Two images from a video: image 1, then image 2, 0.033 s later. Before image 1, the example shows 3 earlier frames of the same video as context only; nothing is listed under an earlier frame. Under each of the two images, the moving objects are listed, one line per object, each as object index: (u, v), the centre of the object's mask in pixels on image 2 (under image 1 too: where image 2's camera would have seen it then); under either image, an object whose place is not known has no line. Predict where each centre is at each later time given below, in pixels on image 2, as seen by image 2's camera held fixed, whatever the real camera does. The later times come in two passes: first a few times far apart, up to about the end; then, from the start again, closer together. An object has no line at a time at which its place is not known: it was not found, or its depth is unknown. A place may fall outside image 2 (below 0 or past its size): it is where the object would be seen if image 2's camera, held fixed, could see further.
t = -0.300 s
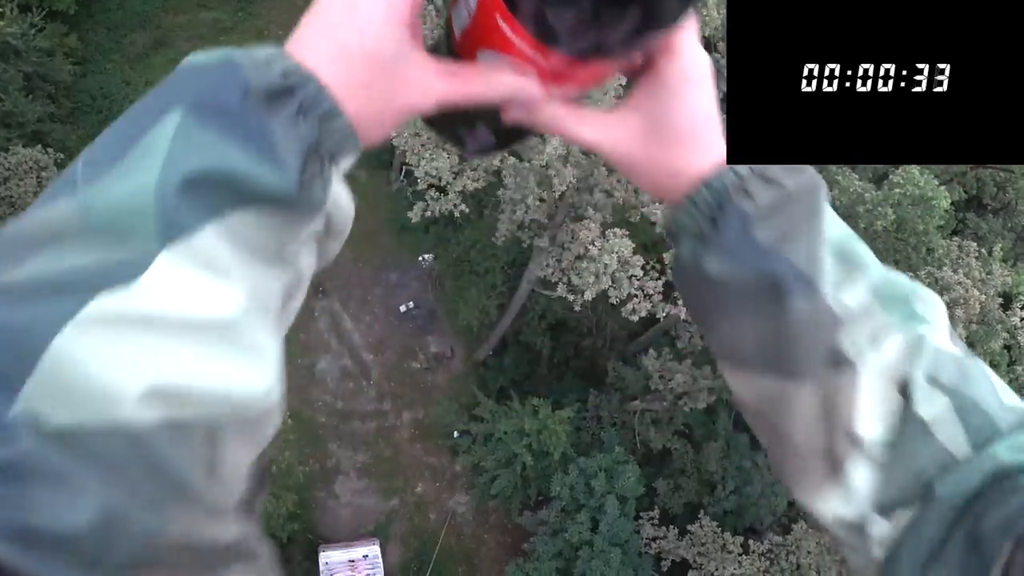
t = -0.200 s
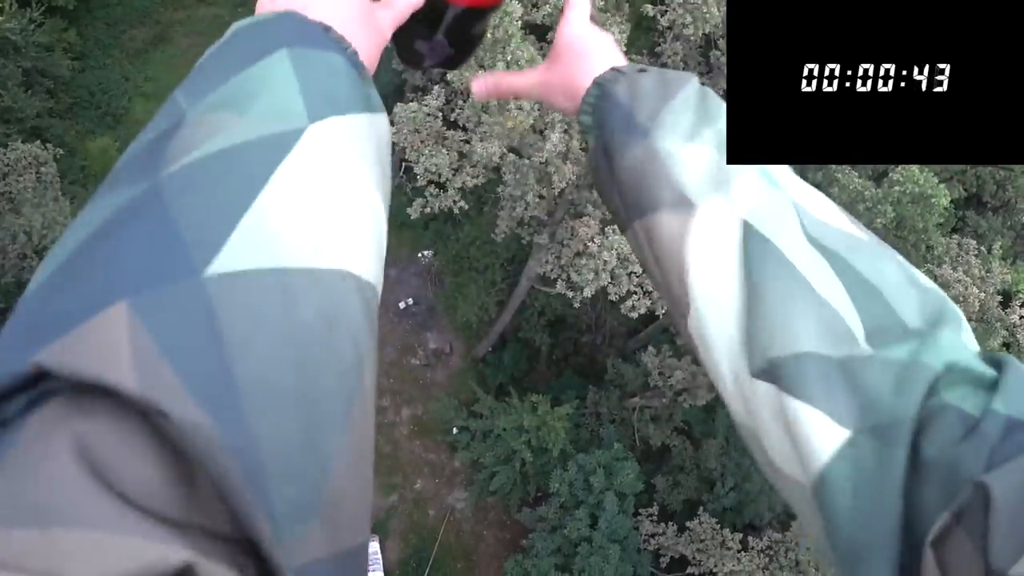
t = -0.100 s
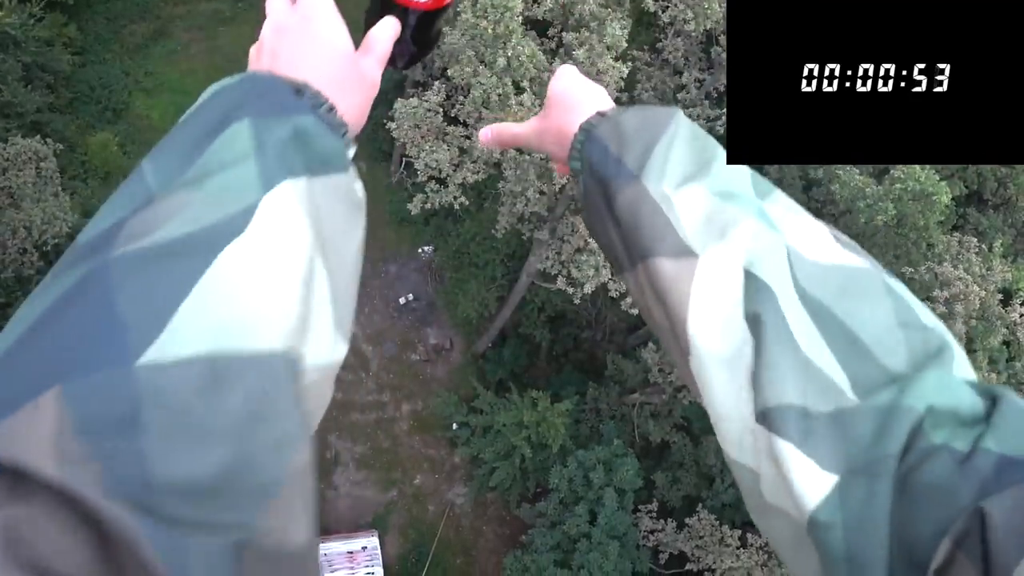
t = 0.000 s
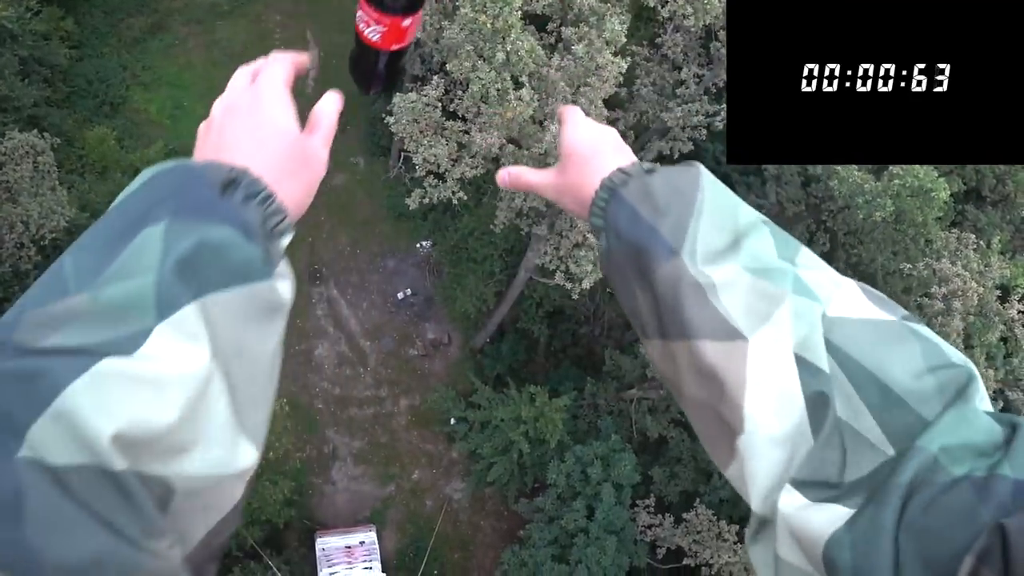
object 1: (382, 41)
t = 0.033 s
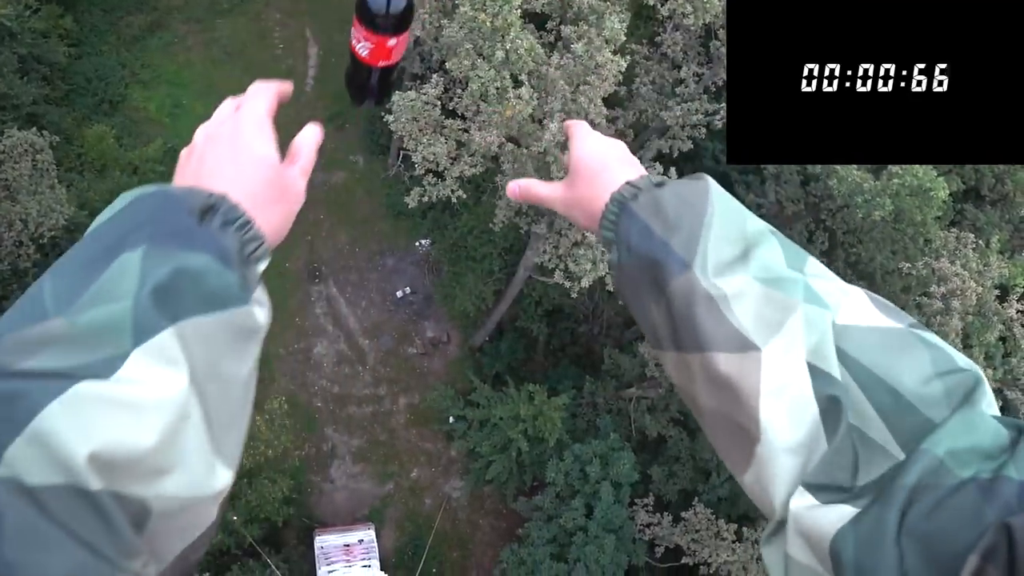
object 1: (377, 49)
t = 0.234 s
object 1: (351, 150)
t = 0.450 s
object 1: (339, 229)
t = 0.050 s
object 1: (375, 54)
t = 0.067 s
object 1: (372, 60)
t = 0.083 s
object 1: (370, 68)
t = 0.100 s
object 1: (366, 78)
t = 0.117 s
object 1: (364, 87)
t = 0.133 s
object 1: (361, 97)
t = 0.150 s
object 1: (359, 106)
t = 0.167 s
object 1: (357, 116)
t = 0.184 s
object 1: (355, 125)
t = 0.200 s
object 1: (353, 134)
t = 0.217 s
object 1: (352, 141)
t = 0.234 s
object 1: (351, 150)
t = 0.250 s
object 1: (349, 155)
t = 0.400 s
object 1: (341, 212)
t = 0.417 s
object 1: (340, 218)
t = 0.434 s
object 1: (340, 223)
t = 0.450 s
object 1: (339, 229)
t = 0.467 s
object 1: (339, 234)
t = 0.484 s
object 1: (338, 239)
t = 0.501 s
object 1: (338, 244)
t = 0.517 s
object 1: (337, 249)
